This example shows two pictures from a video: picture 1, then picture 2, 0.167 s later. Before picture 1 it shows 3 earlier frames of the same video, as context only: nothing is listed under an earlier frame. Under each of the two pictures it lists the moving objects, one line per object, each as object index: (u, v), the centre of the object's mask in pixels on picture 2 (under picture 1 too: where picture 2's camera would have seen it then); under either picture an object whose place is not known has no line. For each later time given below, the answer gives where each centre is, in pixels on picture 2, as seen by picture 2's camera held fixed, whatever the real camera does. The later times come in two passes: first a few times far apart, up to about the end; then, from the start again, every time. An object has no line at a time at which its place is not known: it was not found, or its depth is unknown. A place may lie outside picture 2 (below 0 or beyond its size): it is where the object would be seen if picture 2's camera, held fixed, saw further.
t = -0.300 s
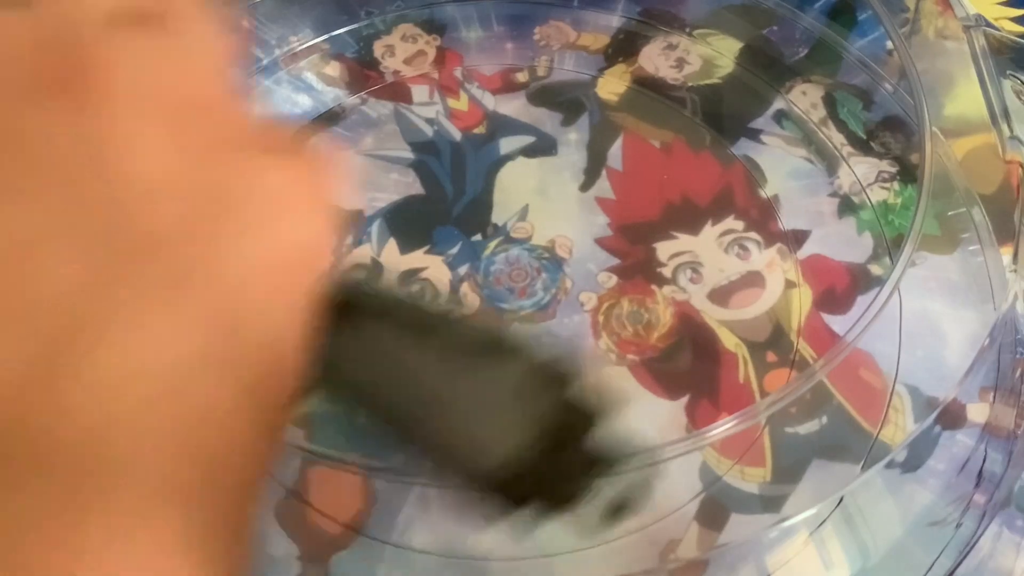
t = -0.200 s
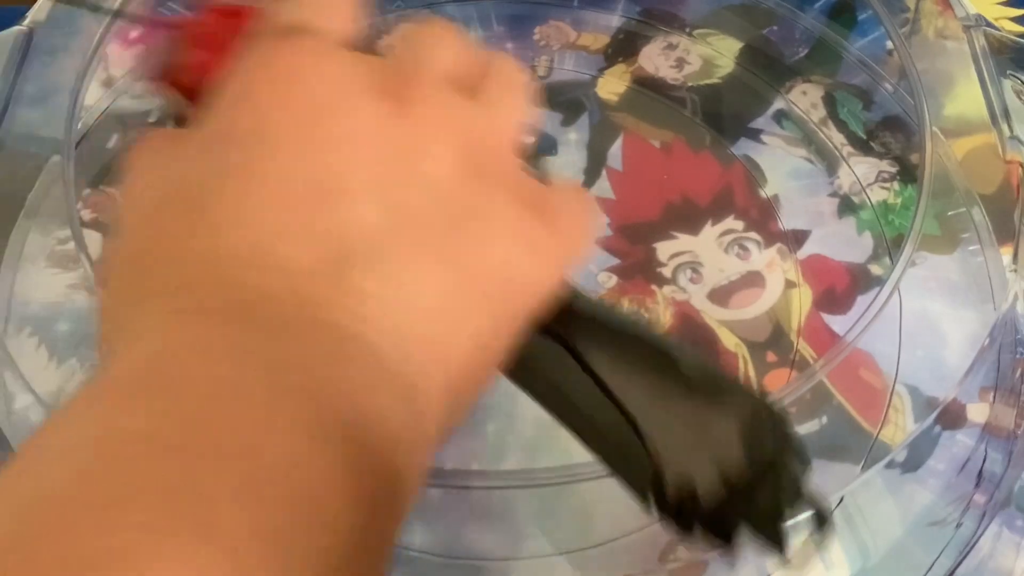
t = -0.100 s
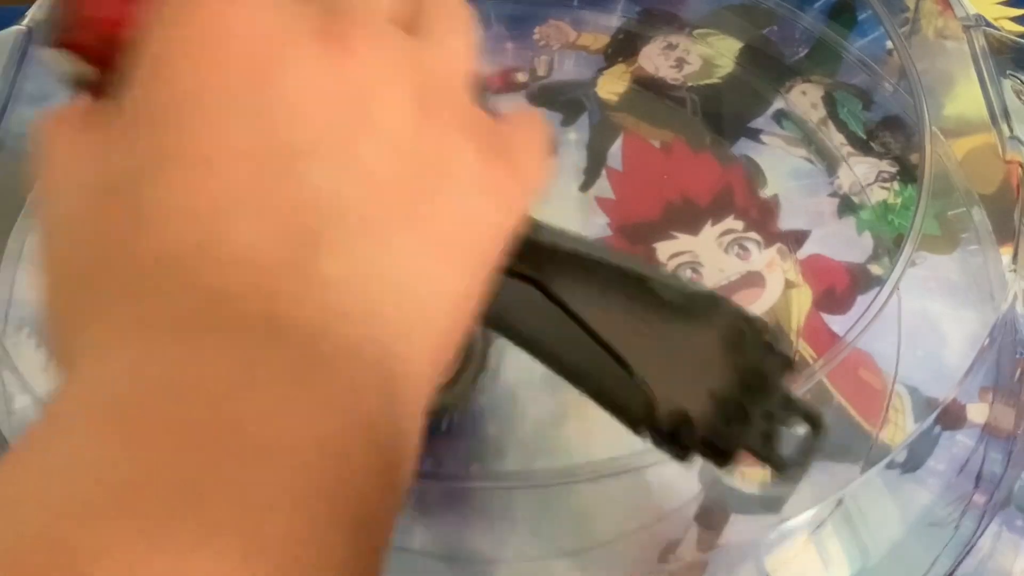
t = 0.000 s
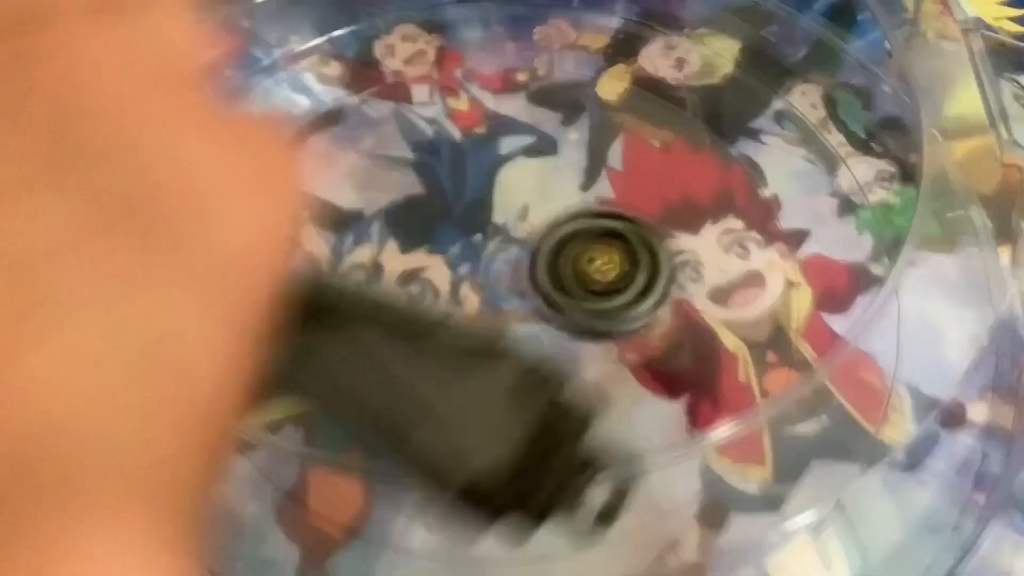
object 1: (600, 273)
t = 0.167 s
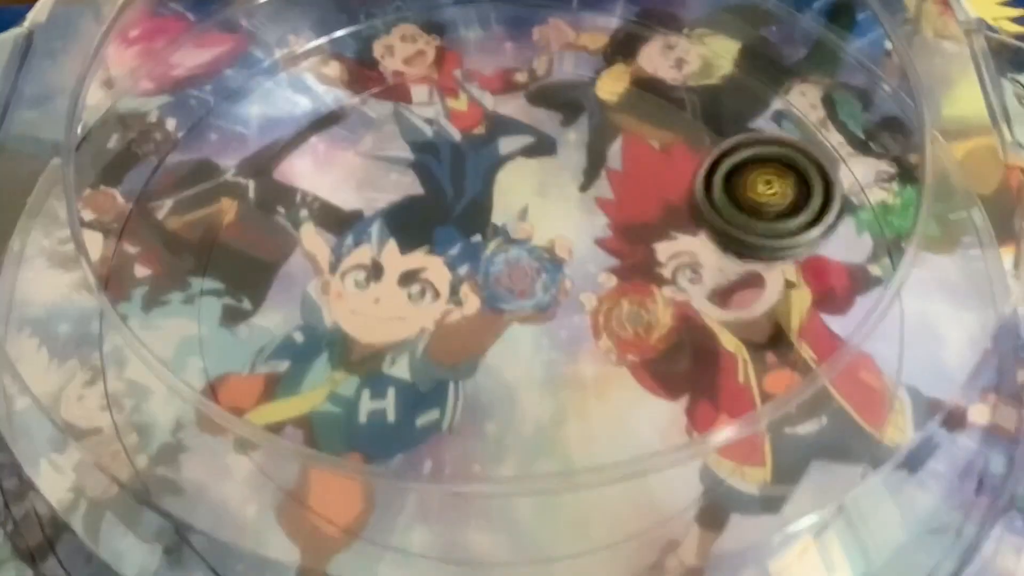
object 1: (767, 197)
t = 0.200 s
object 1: (771, 178)
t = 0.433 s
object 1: (587, 149)
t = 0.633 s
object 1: (337, 264)
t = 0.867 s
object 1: (427, 495)
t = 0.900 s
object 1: (477, 507)
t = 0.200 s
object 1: (771, 178)
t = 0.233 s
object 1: (764, 165)
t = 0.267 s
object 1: (749, 155)
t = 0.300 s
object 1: (730, 148)
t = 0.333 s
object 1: (701, 145)
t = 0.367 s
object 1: (667, 143)
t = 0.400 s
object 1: (631, 143)
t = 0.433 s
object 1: (587, 149)
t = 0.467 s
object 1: (544, 155)
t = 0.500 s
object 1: (495, 169)
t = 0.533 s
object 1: (451, 188)
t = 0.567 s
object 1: (406, 210)
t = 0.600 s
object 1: (367, 235)
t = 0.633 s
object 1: (337, 264)
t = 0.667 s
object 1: (315, 295)
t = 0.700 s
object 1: (303, 333)
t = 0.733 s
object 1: (302, 365)
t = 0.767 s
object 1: (319, 390)
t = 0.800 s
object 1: (337, 432)
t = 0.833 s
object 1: (377, 467)
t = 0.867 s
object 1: (427, 495)
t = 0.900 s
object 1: (477, 507)
